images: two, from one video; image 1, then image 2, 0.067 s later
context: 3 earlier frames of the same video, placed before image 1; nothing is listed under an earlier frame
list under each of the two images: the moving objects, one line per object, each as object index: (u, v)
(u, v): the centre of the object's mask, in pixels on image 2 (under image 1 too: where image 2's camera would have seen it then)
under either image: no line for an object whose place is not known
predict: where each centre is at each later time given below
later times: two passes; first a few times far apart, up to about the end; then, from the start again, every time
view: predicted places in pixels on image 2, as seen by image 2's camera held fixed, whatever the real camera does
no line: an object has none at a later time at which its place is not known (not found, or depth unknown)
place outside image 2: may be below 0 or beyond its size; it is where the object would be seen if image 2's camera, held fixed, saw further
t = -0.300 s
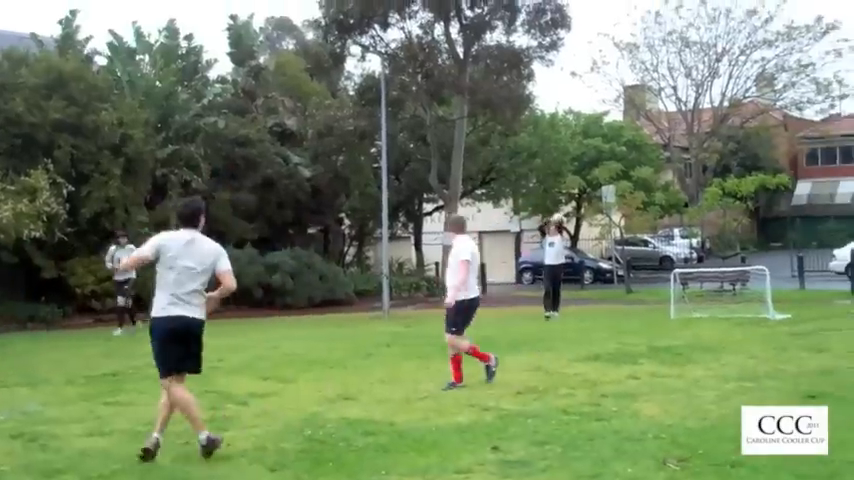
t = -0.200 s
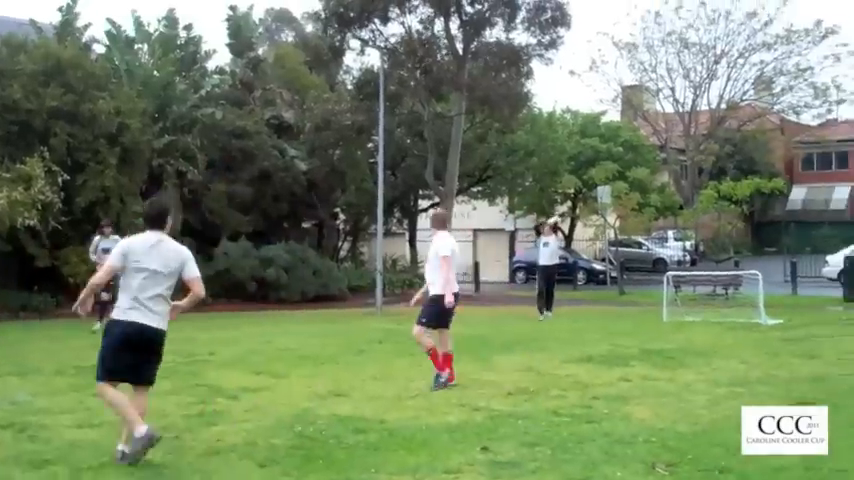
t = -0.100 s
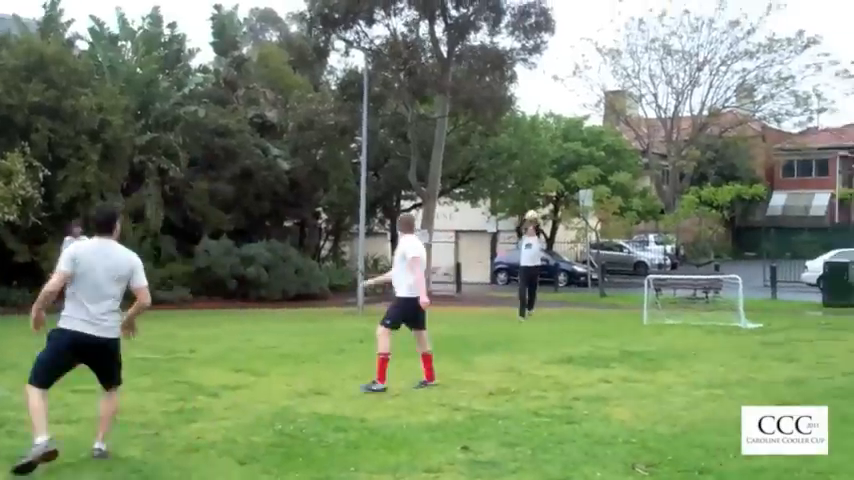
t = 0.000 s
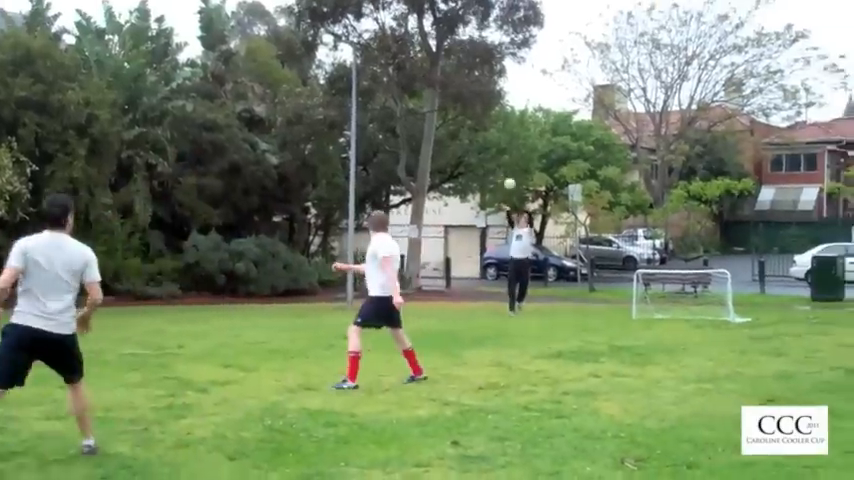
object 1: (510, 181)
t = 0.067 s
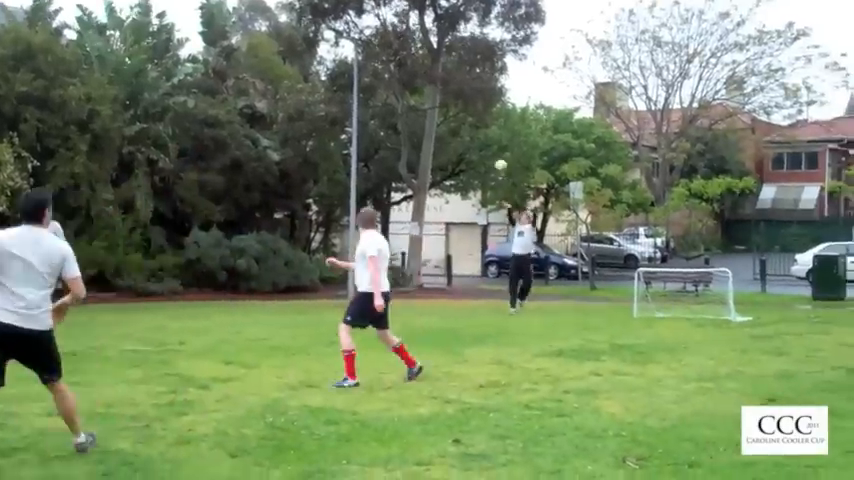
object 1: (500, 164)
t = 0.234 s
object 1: (471, 131)
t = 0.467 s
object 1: (417, 102)
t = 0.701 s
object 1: (344, 105)
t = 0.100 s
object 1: (495, 157)
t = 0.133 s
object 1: (489, 150)
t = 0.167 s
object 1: (484, 143)
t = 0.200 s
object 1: (477, 137)
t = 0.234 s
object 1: (471, 131)
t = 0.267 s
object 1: (464, 125)
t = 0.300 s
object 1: (457, 120)
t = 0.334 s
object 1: (450, 115)
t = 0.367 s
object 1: (443, 111)
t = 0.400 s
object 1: (435, 107)
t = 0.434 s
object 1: (426, 105)
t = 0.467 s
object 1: (417, 102)
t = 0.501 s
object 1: (408, 100)
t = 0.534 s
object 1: (398, 99)
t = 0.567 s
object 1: (388, 98)
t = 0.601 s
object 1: (377, 98)
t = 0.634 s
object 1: (367, 100)
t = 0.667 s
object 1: (356, 102)
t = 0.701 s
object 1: (344, 105)
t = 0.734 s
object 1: (332, 109)
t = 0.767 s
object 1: (319, 115)
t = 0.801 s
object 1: (305, 122)
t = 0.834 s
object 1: (290, 130)
